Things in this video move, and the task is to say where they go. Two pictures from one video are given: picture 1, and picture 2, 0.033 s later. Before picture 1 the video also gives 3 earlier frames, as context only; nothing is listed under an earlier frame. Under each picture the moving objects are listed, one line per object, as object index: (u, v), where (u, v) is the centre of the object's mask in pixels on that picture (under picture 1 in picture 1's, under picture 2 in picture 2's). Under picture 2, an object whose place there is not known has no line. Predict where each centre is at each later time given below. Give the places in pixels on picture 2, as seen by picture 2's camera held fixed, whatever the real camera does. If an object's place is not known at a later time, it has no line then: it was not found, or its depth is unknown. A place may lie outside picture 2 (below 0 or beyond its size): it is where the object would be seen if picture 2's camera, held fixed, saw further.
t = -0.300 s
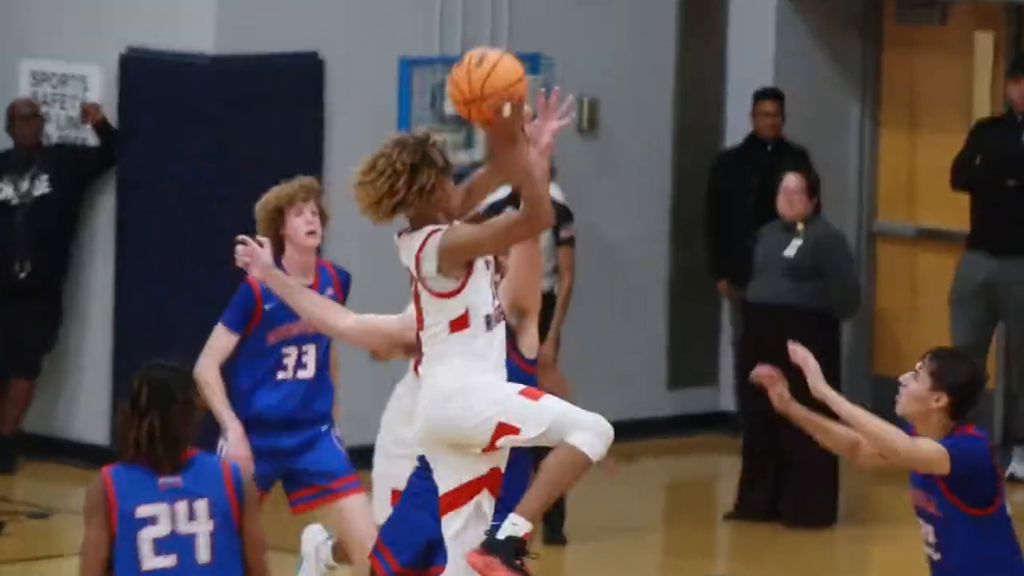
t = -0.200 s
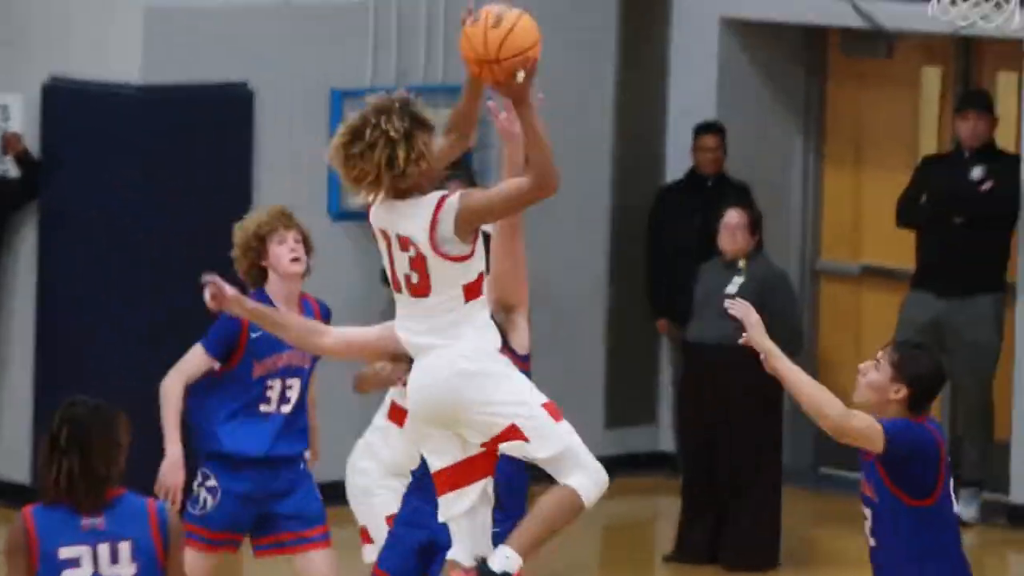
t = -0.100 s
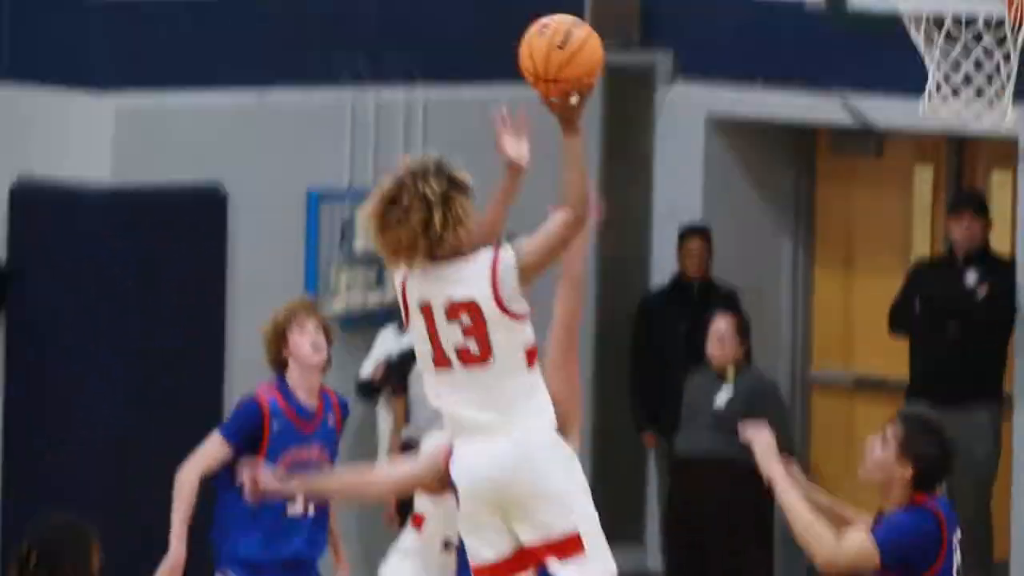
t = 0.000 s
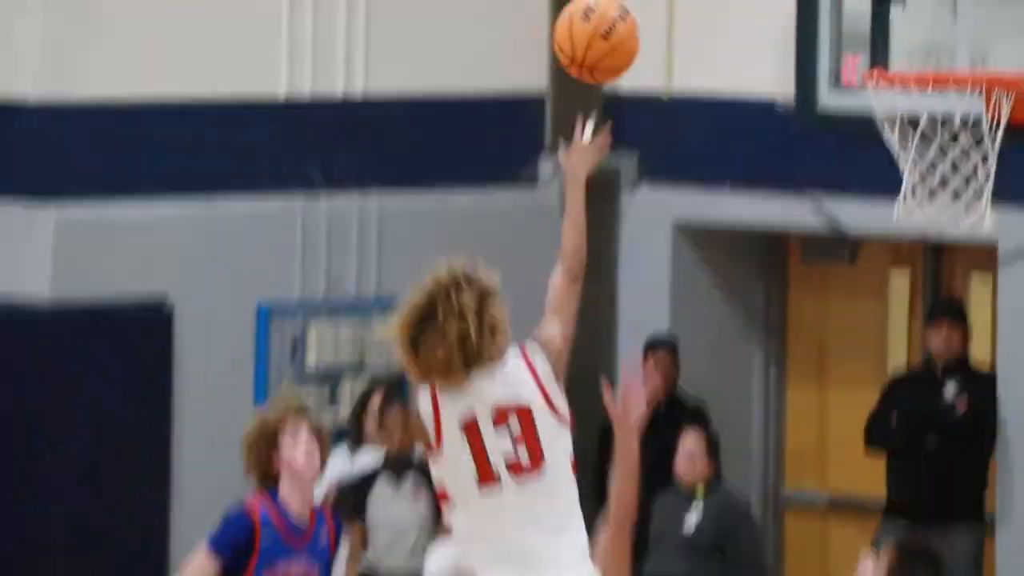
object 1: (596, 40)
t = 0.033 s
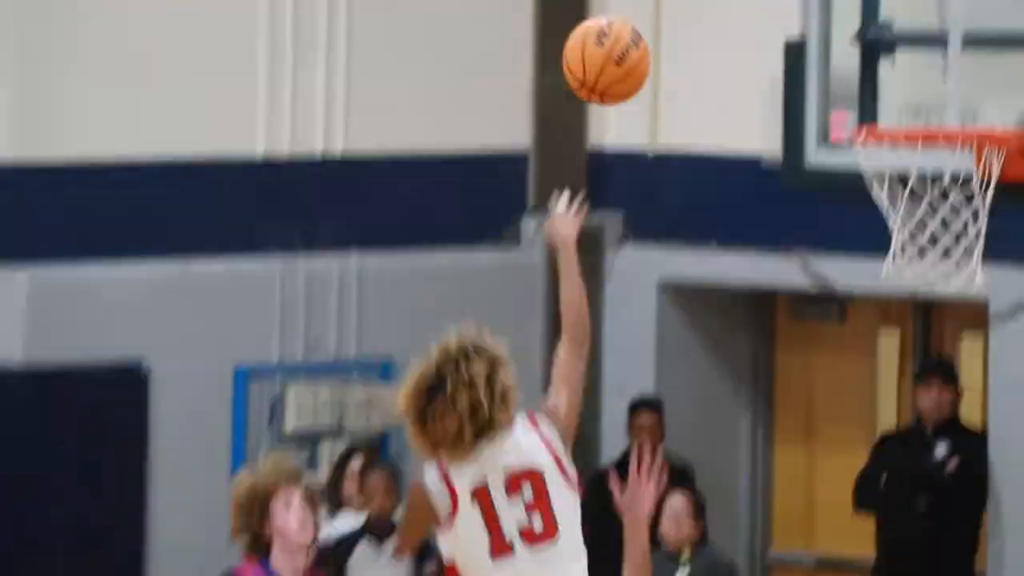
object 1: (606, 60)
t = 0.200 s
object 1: (730, -46)
